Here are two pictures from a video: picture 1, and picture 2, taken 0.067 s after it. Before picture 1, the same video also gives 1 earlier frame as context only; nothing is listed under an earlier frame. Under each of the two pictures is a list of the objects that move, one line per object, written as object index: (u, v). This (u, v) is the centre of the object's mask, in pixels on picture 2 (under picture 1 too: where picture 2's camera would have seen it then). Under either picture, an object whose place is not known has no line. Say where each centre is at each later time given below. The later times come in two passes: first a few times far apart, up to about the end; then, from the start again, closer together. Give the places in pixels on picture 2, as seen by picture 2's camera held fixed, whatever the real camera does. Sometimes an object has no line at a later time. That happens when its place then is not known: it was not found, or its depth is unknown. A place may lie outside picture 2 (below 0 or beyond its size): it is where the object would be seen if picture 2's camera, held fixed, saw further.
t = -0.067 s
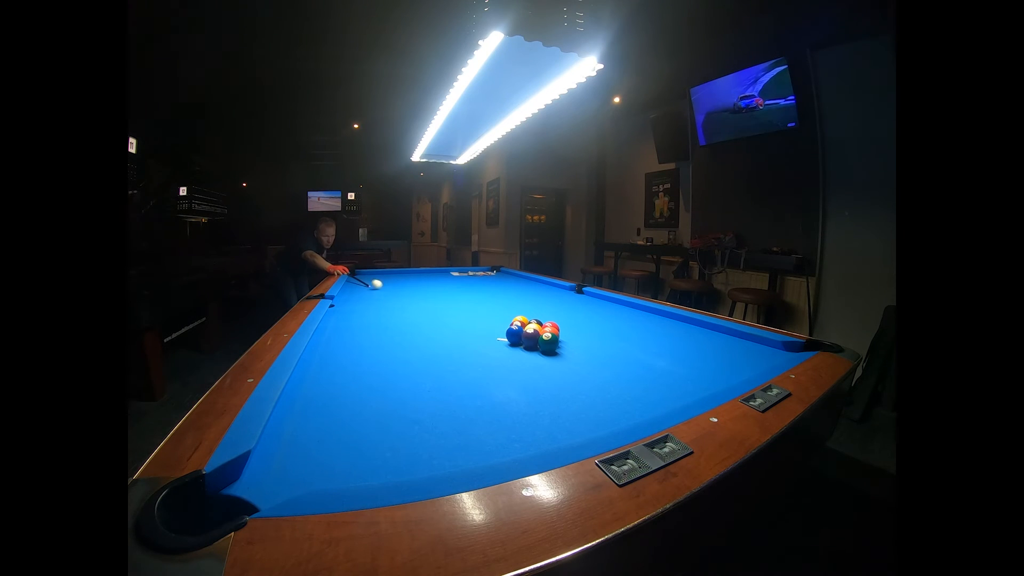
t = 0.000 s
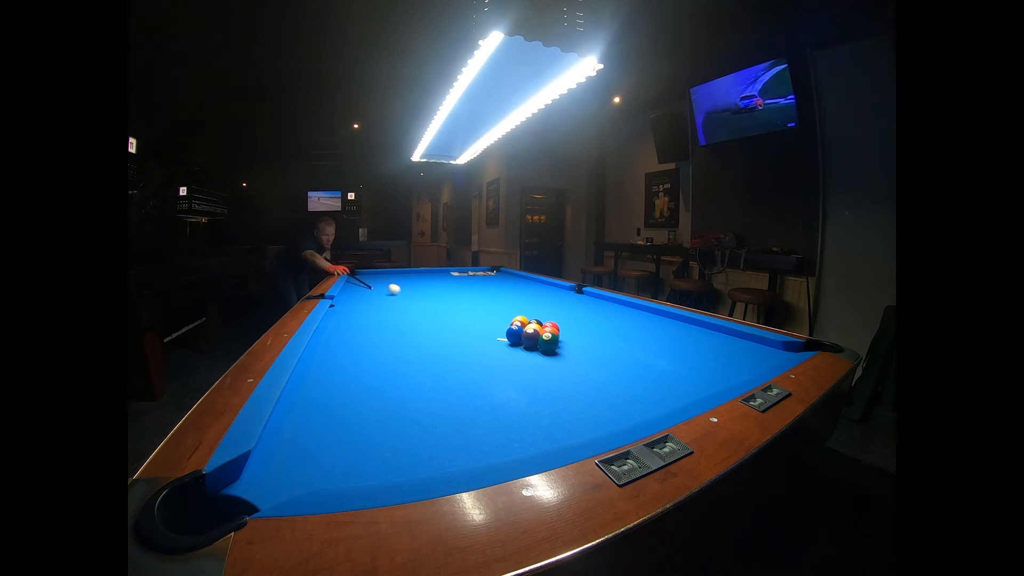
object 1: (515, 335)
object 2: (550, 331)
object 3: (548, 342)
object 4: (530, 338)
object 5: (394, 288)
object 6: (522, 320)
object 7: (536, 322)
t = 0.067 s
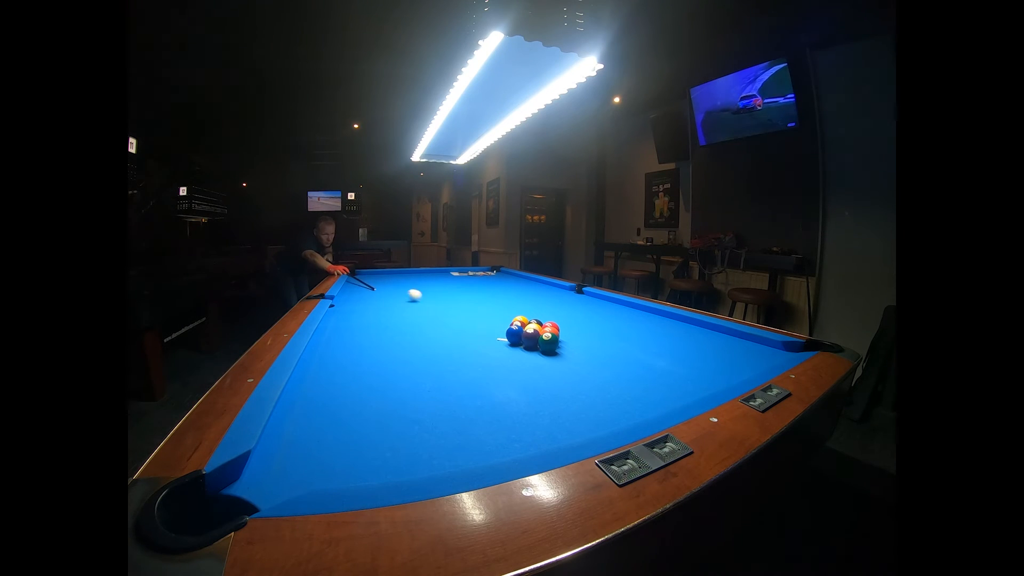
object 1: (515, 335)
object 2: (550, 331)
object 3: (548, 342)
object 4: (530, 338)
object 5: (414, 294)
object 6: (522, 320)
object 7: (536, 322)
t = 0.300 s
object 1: (511, 336)
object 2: (553, 332)
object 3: (552, 345)
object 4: (531, 339)
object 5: (506, 319)
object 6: (523, 319)
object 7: (539, 323)
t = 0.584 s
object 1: (472, 349)
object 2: (580, 344)
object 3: (589, 380)
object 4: (526, 346)
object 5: (500, 315)
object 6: (533, 317)
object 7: (551, 325)
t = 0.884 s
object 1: (422, 366)
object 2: (610, 352)
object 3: (611, 408)
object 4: (521, 353)
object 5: (495, 312)
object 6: (542, 313)
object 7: (563, 322)
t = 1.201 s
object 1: (358, 387)
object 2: (642, 360)
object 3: (559, 384)
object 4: (516, 360)
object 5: (490, 310)
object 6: (550, 309)
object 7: (573, 320)
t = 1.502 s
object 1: (291, 407)
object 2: (671, 367)
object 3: (534, 372)
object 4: (503, 362)
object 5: (486, 307)
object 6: (556, 306)
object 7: (581, 318)
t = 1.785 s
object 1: (322, 414)
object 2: (698, 373)
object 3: (534, 371)
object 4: (479, 359)
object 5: (484, 306)
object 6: (561, 304)
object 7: (587, 316)
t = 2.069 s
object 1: (354, 421)
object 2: (722, 377)
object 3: (534, 371)
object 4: (458, 355)
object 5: (483, 304)
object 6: (566, 302)
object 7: (592, 315)
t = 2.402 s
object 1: (388, 428)
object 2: (721, 375)
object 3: (534, 371)
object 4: (439, 352)
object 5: (482, 304)
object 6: (570, 300)
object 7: (596, 315)
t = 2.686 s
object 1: (415, 432)
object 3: (534, 371)
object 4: (426, 349)
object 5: (482, 303)
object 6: (572, 299)
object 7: (598, 314)
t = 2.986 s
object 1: (442, 436)
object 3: (534, 371)
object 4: (415, 347)
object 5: (482, 303)
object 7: (599, 314)
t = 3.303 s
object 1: (466, 438)
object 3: (534, 371)
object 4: (407, 345)
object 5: (482, 303)
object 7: (599, 314)
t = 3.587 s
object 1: (483, 441)
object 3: (534, 371)
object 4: (402, 344)
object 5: (482, 303)
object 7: (598, 314)
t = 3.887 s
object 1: (496, 441)
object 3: (534, 371)
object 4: (398, 344)
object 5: (482, 302)
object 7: (598, 314)
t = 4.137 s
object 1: (503, 441)
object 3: (534, 371)
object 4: (398, 344)
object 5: (482, 302)
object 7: (598, 314)
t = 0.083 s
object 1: (515, 335)
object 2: (550, 331)
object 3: (548, 342)
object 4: (530, 338)
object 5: (420, 296)
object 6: (522, 320)
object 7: (536, 322)
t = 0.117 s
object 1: (515, 335)
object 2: (550, 331)
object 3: (548, 342)
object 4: (530, 338)
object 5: (432, 299)
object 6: (522, 320)
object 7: (536, 322)
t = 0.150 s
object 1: (515, 335)
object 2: (550, 331)
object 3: (548, 342)
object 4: (530, 338)
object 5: (446, 303)
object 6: (522, 320)
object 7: (536, 322)
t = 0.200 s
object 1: (515, 335)
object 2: (550, 331)
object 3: (548, 342)
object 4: (530, 338)
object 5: (469, 309)
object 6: (522, 320)
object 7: (536, 322)
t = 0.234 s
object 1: (515, 335)
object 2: (550, 331)
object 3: (548, 342)
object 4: (530, 338)
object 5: (485, 314)
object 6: (522, 320)
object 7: (536, 322)
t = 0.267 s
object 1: (515, 335)
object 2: (550, 331)
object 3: (548, 342)
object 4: (531, 338)
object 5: (503, 319)
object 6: (522, 320)
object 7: (536, 322)
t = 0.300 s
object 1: (511, 336)
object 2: (553, 332)
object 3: (552, 345)
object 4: (531, 339)
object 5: (506, 319)
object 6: (523, 319)
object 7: (539, 323)
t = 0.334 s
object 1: (506, 338)
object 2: (556, 334)
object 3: (556, 349)
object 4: (530, 340)
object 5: (505, 319)
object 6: (524, 319)
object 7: (541, 324)
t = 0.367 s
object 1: (502, 339)
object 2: (559, 336)
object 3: (560, 353)
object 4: (530, 341)
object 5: (505, 318)
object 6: (525, 319)
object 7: (543, 325)
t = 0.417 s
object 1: (495, 342)
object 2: (564, 339)
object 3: (566, 359)
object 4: (529, 342)
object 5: (503, 317)
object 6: (526, 319)
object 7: (544, 325)
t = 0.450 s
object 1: (491, 343)
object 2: (567, 340)
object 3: (570, 362)
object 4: (528, 342)
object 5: (503, 317)
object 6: (528, 319)
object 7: (545, 326)
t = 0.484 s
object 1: (486, 345)
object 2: (570, 342)
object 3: (575, 366)
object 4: (527, 344)
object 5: (502, 317)
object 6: (529, 318)
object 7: (546, 326)
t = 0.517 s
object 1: (481, 347)
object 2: (574, 343)
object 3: (579, 371)
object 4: (527, 344)
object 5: (501, 316)
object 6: (530, 318)
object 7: (548, 325)
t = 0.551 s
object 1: (477, 348)
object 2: (577, 343)
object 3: (584, 375)
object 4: (526, 345)
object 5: (501, 316)
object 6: (532, 317)
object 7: (549, 325)
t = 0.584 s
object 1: (472, 349)
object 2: (580, 344)
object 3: (589, 380)
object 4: (526, 346)
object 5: (500, 315)
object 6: (533, 317)
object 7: (551, 325)
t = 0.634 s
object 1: (464, 352)
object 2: (585, 345)
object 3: (597, 387)
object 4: (525, 347)
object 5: (499, 315)
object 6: (535, 316)
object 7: (553, 324)
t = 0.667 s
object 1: (459, 354)
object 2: (588, 346)
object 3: (603, 392)
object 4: (524, 348)
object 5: (498, 314)
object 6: (536, 316)
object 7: (554, 324)
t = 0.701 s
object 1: (454, 356)
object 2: (592, 347)
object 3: (610, 398)
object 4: (524, 349)
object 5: (498, 314)
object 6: (537, 316)
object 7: (556, 323)
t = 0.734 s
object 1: (448, 358)
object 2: (595, 348)
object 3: (616, 404)
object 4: (523, 349)
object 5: (497, 314)
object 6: (538, 315)
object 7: (557, 323)
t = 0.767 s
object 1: (443, 359)
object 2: (598, 349)
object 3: (623, 410)
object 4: (523, 350)
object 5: (497, 313)
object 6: (539, 315)
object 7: (559, 323)
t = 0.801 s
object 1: (437, 361)
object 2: (602, 350)
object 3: (628, 412)
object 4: (522, 351)
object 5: (496, 313)
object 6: (540, 314)
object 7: (560, 322)
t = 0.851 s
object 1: (428, 364)
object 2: (607, 351)
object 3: (618, 411)
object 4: (521, 352)
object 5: (495, 313)
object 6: (541, 314)
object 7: (562, 322)
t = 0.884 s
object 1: (422, 366)
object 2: (610, 352)
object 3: (611, 408)
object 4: (521, 353)
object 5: (495, 312)
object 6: (542, 313)
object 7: (563, 322)
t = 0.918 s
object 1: (416, 368)
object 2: (613, 353)
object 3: (605, 405)
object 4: (520, 353)
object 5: (494, 312)
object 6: (543, 313)
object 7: (564, 322)
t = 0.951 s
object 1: (409, 371)
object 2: (617, 354)
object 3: (599, 403)
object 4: (520, 354)
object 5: (494, 312)
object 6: (544, 312)
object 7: (565, 321)
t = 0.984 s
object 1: (403, 372)
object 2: (620, 355)
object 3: (593, 400)
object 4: (519, 355)
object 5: (493, 311)
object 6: (545, 312)
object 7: (566, 321)
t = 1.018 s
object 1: (396, 375)
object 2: (623, 356)
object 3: (587, 397)
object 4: (519, 356)
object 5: (493, 311)
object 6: (546, 311)
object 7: (568, 321)
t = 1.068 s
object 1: (386, 378)
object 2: (628, 357)
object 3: (579, 394)
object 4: (518, 357)
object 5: (492, 311)
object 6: (547, 311)
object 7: (569, 320)
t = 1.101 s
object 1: (379, 380)
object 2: (632, 358)
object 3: (574, 391)
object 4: (518, 358)
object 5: (492, 310)
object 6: (548, 310)
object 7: (570, 320)
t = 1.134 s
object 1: (372, 382)
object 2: (635, 358)
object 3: (569, 389)
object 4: (517, 358)
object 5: (491, 310)
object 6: (549, 310)
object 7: (571, 320)
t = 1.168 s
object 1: (365, 385)
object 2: (638, 359)
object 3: (564, 386)
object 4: (517, 359)
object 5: (491, 310)
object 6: (549, 309)
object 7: (572, 320)
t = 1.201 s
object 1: (358, 387)
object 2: (642, 360)
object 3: (559, 384)
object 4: (516, 360)
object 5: (490, 310)
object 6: (550, 309)
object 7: (573, 320)
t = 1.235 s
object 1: (350, 389)
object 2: (645, 361)
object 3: (555, 382)
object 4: (516, 361)
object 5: (490, 309)
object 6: (551, 309)
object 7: (574, 319)
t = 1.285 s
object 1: (338, 393)
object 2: (650, 362)
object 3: (548, 379)
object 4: (515, 362)
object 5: (489, 309)
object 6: (552, 308)
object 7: (576, 319)
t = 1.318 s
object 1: (331, 395)
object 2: (653, 363)
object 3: (544, 377)
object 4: (515, 363)
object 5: (489, 309)
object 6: (553, 308)
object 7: (577, 319)
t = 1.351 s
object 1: (323, 397)
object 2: (657, 364)
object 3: (540, 375)
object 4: (514, 364)
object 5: (488, 309)
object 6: (553, 307)
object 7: (578, 319)
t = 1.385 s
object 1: (315, 400)
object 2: (660, 364)
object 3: (536, 373)
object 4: (514, 364)
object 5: (488, 308)
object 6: (554, 307)
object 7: (579, 318)
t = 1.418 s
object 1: (307, 402)
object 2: (663, 365)
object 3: (533, 372)
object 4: (512, 364)
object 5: (487, 308)
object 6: (555, 307)
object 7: (579, 318)
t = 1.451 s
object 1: (299, 404)
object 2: (666, 366)
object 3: (534, 372)
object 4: (508, 363)
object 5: (487, 308)
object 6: (555, 306)
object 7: (580, 318)
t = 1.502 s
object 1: (291, 407)
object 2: (671, 367)
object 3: (534, 372)
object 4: (503, 362)
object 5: (486, 307)
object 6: (556, 306)
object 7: (581, 318)
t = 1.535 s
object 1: (295, 408)
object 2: (674, 368)
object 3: (534, 371)
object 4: (500, 362)
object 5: (486, 307)
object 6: (557, 306)
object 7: (582, 317)
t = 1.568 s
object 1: (299, 409)
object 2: (677, 369)
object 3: (534, 371)
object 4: (497, 362)
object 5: (486, 307)
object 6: (558, 306)
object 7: (583, 317)
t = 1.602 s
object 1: (302, 410)
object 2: (681, 369)
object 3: (534, 371)
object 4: (494, 361)
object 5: (485, 307)
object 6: (558, 305)
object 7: (584, 317)
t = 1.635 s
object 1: (306, 411)
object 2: (684, 370)
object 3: (534, 371)
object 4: (491, 360)
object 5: (485, 307)
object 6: (559, 305)
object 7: (584, 317)
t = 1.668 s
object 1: (310, 412)
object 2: (687, 371)
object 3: (534, 371)
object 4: (488, 360)
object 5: (485, 307)
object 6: (559, 305)
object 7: (585, 317)
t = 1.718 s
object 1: (315, 413)
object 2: (692, 372)
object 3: (534, 371)
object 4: (484, 359)
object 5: (485, 306)
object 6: (560, 304)
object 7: (586, 317)
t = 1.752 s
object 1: (319, 414)
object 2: (695, 373)
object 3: (534, 371)
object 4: (481, 359)
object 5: (484, 306)
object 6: (561, 304)
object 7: (587, 316)
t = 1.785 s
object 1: (322, 414)
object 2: (698, 373)
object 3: (534, 371)
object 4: (479, 359)
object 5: (484, 306)
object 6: (561, 304)
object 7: (587, 316)
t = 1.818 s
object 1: (326, 415)
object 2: (701, 374)
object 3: (534, 371)
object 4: (476, 358)
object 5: (484, 306)
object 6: (562, 304)
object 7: (588, 316)
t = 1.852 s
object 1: (330, 416)
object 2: (704, 375)
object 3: (534, 371)
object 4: (474, 358)
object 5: (484, 306)
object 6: (562, 303)
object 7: (588, 316)
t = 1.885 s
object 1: (334, 417)
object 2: (707, 376)
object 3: (534, 371)
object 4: (471, 357)
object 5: (484, 305)
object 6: (563, 303)
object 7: (589, 316)
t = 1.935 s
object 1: (339, 418)
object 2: (711, 376)
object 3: (534, 371)
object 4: (467, 357)
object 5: (484, 305)
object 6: (564, 303)
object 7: (590, 316)
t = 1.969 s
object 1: (343, 419)
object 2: (714, 377)
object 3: (534, 371)
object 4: (465, 357)
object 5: (484, 305)
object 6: (564, 303)
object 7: (590, 316)
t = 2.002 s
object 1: (346, 420)
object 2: (717, 377)
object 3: (534, 371)
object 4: (463, 356)
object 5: (483, 305)
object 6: (565, 302)
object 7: (591, 316)
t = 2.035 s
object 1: (350, 420)
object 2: (719, 377)
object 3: (534, 371)
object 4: (461, 356)
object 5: (483, 305)
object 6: (565, 302)
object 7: (591, 315)
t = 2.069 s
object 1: (354, 421)
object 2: (722, 377)
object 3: (534, 371)
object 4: (458, 355)
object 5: (483, 304)
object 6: (566, 302)
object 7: (592, 315)
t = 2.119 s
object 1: (359, 422)
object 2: (726, 377)
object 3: (534, 371)
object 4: (455, 355)
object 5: (483, 304)
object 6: (566, 302)
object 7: (593, 315)
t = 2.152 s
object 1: (363, 422)
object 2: (726, 377)
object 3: (534, 371)
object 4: (453, 354)
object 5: (483, 304)
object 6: (567, 301)
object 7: (593, 315)
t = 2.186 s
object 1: (366, 423)
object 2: (725, 377)
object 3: (534, 371)
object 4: (451, 354)
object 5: (483, 304)
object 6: (567, 301)
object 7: (594, 315)
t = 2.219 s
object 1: (370, 424)
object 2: (724, 376)
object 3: (534, 371)
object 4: (449, 354)
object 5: (483, 304)
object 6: (567, 301)
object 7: (594, 315)
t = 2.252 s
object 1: (373, 424)
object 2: (724, 376)
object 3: (534, 371)
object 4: (447, 353)
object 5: (483, 304)
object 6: (568, 301)
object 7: (594, 315)
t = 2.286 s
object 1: (376, 425)
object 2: (723, 376)
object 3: (534, 371)
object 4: (445, 353)
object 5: (483, 304)
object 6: (568, 301)
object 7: (595, 315)
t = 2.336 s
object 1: (381, 426)
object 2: (722, 376)
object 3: (534, 371)
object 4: (442, 352)
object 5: (483, 304)
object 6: (569, 300)
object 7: (595, 315)
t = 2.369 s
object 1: (385, 427)
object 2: (721, 376)
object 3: (534, 371)
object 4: (441, 352)
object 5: (482, 304)
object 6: (569, 300)
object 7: (595, 315)
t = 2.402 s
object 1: (388, 428)
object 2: (721, 375)
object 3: (534, 371)
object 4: (439, 352)
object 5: (482, 304)
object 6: (570, 300)
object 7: (596, 315)
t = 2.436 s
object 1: (391, 428)
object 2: (720, 375)
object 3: (534, 371)
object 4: (437, 352)
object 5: (482, 303)
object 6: (570, 300)
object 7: (596, 314)
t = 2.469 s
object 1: (395, 429)
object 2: (720, 375)
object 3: (534, 371)
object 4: (436, 351)
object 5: (482, 303)
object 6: (570, 300)
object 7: (596, 314)
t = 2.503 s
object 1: (398, 430)
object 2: (719, 374)
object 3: (534, 371)
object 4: (434, 351)
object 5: (482, 303)
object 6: (571, 299)
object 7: (597, 314)
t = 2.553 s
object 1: (403, 431)
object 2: (718, 374)
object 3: (534, 371)
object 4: (432, 350)
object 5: (482, 303)
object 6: (571, 299)
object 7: (597, 314)
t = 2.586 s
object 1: (406, 431)
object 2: (718, 374)
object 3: (534, 371)
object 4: (430, 350)
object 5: (482, 303)
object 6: (571, 299)
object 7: (597, 314)
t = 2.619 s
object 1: (409, 432)
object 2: (717, 373)
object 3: (534, 371)
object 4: (429, 350)
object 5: (482, 303)
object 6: (572, 299)
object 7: (598, 314)
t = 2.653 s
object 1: (412, 432)
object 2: (717, 373)
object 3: (534, 371)
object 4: (427, 350)
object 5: (482, 303)
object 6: (572, 299)
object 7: (598, 314)
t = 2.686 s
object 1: (415, 432)
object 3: (534, 371)
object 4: (426, 349)
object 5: (482, 303)
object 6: (572, 299)
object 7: (598, 314)
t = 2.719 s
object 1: (419, 433)
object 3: (534, 371)
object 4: (424, 349)
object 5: (482, 303)
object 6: (573, 298)
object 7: (598, 314)
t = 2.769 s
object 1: (423, 434)
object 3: (534, 371)
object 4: (422, 349)
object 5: (482, 303)
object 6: (573, 297)
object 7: (599, 314)
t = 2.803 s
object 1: (426, 434)
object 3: (534, 371)
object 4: (421, 348)
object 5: (482, 303)
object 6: (574, 297)
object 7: (599, 314)
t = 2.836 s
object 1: (429, 434)
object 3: (534, 371)
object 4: (420, 348)
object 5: (482, 303)
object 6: (574, 297)
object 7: (599, 314)
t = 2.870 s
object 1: (432, 435)
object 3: (534, 371)
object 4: (419, 348)
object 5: (482, 303)
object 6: (574, 297)
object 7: (599, 314)
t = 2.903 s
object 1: (435, 435)
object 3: (534, 371)
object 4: (418, 348)
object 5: (482, 303)
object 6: (574, 297)
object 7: (599, 314)
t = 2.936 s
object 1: (438, 435)
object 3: (534, 371)
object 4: (417, 348)
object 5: (482, 303)
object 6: (575, 297)
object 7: (599, 314)
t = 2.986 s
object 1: (442, 436)
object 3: (534, 371)
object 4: (415, 347)
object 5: (482, 303)
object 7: (599, 314)
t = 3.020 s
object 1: (445, 436)
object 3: (534, 371)
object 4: (414, 347)
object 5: (482, 303)
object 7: (599, 314)
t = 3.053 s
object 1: (448, 436)
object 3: (534, 371)
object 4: (413, 347)
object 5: (482, 303)
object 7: (599, 314)
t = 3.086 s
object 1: (450, 437)
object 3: (534, 371)
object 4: (412, 346)
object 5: (482, 303)
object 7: (599, 314)
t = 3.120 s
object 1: (453, 437)
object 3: (534, 371)
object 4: (411, 346)
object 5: (482, 303)
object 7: (599, 314)
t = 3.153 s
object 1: (455, 437)
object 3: (534, 371)
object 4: (410, 346)
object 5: (482, 303)
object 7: (599, 314)
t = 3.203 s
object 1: (459, 437)
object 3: (534, 371)
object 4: (409, 346)
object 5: (482, 303)
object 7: (599, 314)
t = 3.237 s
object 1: (461, 438)
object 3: (534, 371)
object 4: (408, 346)
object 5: (482, 303)
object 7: (599, 314)
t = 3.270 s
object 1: (464, 438)
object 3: (534, 371)
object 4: (407, 346)
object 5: (482, 303)
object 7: (599, 314)
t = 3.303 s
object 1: (466, 438)
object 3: (534, 371)
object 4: (407, 345)
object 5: (482, 303)
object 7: (599, 314)
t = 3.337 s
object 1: (468, 438)
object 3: (534, 371)
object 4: (406, 345)
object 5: (482, 303)
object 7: (599, 314)
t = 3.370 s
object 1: (470, 438)
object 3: (534, 371)
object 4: (405, 345)
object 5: (482, 303)
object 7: (599, 314)
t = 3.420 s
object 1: (474, 439)
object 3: (534, 371)
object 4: (404, 345)
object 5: (482, 303)
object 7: (598, 314)
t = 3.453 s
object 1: (476, 438)
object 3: (534, 371)
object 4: (404, 345)
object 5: (482, 303)
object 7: (598, 314)
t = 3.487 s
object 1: (478, 439)
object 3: (534, 371)
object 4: (403, 345)
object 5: (482, 303)
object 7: (598, 314)
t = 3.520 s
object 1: (479, 440)
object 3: (534, 371)
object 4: (402, 345)
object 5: (482, 303)
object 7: (598, 314)
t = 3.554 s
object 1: (481, 440)
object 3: (534, 371)
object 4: (402, 344)
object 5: (482, 303)
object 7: (598, 314)
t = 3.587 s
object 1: (483, 441)
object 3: (534, 371)
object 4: (402, 344)
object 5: (482, 303)
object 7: (598, 314)
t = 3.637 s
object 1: (485, 441)
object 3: (534, 371)
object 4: (401, 344)
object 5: (482, 303)
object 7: (598, 314)
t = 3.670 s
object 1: (487, 441)
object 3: (534, 371)
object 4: (400, 344)
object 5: (482, 303)
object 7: (598, 314)
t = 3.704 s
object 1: (488, 441)
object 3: (534, 371)
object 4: (400, 344)
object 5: (482, 303)
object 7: (598, 314)
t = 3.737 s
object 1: (489, 441)
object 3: (534, 371)
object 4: (400, 344)
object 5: (482, 303)
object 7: (598, 314)
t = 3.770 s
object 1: (491, 441)
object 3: (534, 371)
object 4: (399, 344)
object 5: (482, 303)
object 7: (598, 314)
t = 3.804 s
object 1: (492, 441)
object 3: (534, 371)
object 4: (399, 344)
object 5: (482, 302)
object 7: (598, 314)
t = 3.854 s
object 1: (494, 441)
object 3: (534, 371)
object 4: (398, 344)
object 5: (482, 302)
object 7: (598, 314)
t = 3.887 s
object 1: (496, 441)
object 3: (534, 371)
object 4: (398, 344)
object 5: (482, 302)
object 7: (598, 314)
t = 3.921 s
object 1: (497, 441)
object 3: (534, 371)
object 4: (398, 344)
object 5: (482, 302)
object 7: (598, 314)
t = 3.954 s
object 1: (498, 441)
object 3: (534, 371)
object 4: (398, 344)
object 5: (482, 302)
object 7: (598, 314)
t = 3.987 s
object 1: (499, 441)
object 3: (534, 371)
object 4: (398, 344)
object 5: (482, 303)
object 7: (598, 314)
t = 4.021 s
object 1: (500, 441)
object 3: (534, 371)
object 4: (398, 344)
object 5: (482, 303)
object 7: (598, 314)
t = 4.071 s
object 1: (501, 441)
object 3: (534, 371)
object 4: (398, 344)
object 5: (482, 302)
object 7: (598, 314)
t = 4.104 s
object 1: (502, 441)
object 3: (534, 371)
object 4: (398, 344)
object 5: (482, 302)
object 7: (598, 314)
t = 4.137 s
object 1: (503, 441)
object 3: (534, 371)
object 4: (398, 344)
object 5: (482, 302)
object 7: (598, 314)
